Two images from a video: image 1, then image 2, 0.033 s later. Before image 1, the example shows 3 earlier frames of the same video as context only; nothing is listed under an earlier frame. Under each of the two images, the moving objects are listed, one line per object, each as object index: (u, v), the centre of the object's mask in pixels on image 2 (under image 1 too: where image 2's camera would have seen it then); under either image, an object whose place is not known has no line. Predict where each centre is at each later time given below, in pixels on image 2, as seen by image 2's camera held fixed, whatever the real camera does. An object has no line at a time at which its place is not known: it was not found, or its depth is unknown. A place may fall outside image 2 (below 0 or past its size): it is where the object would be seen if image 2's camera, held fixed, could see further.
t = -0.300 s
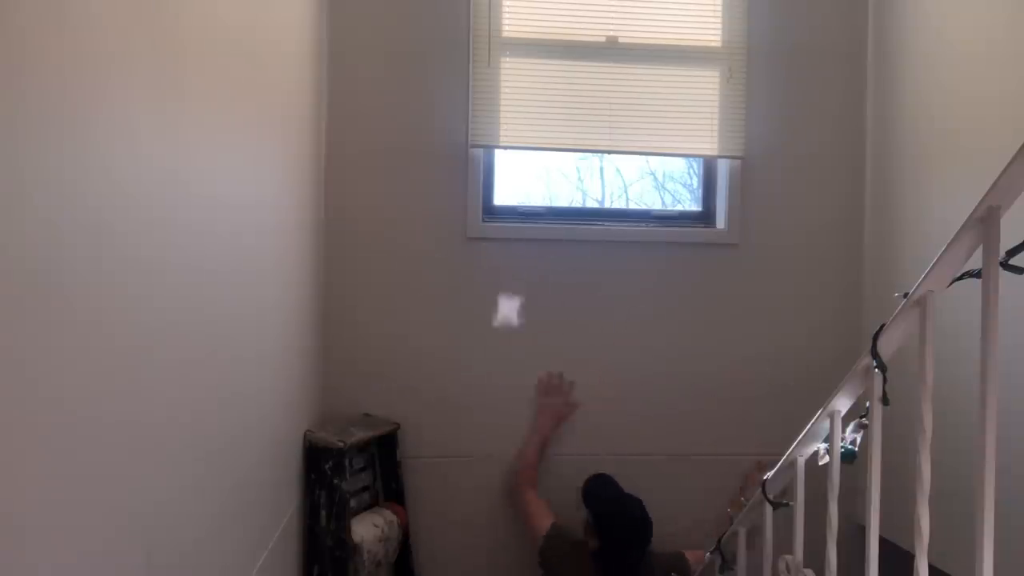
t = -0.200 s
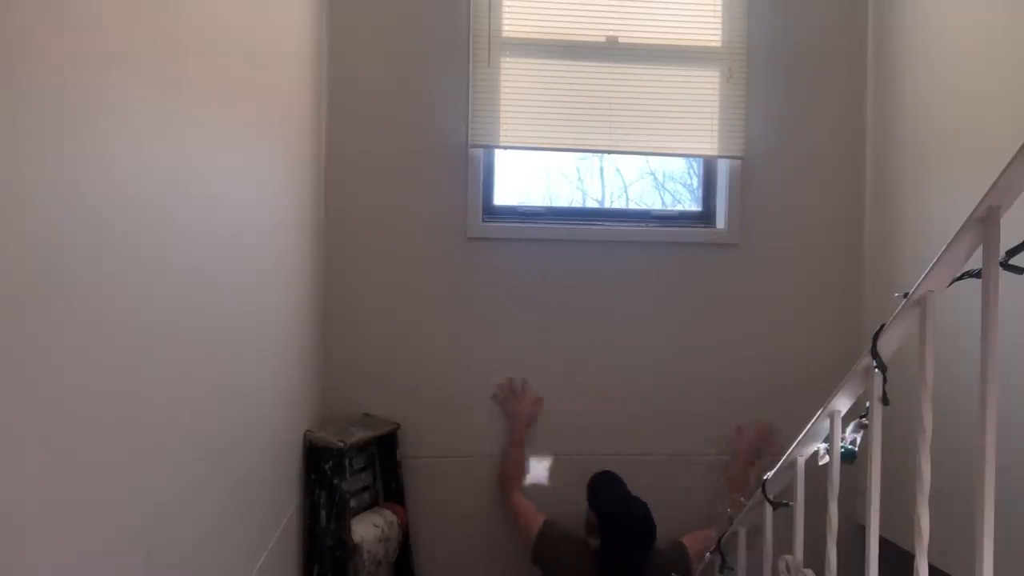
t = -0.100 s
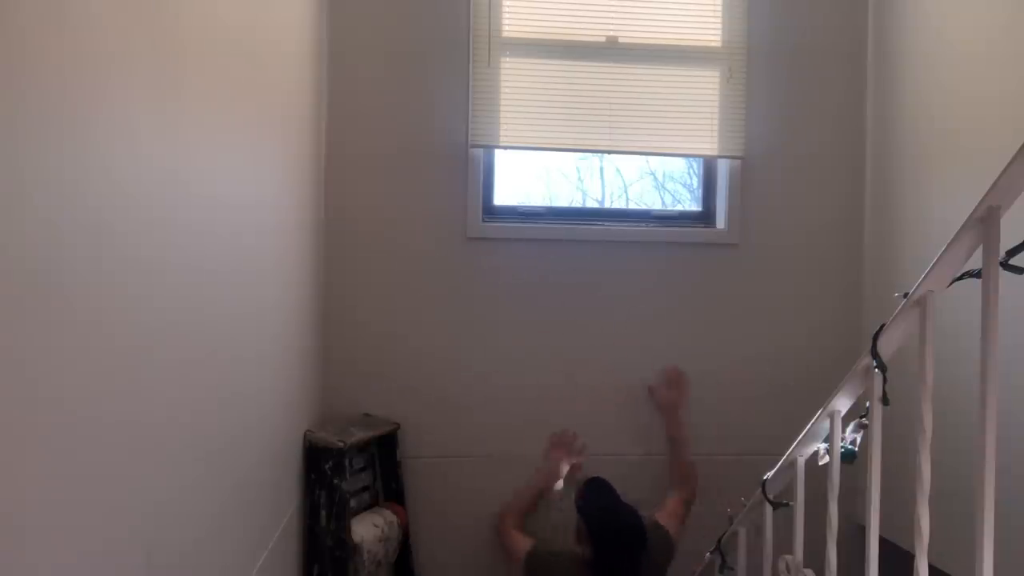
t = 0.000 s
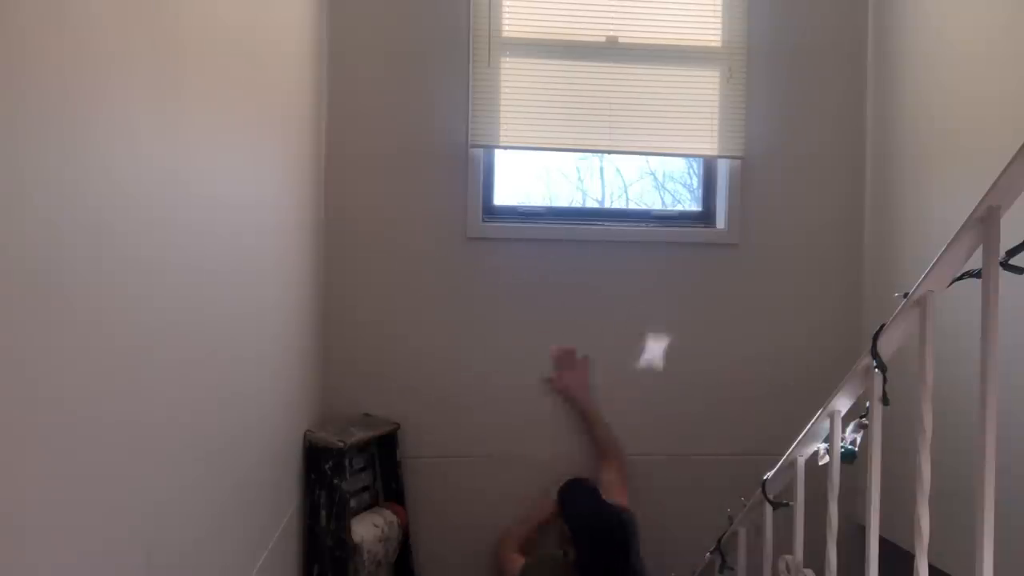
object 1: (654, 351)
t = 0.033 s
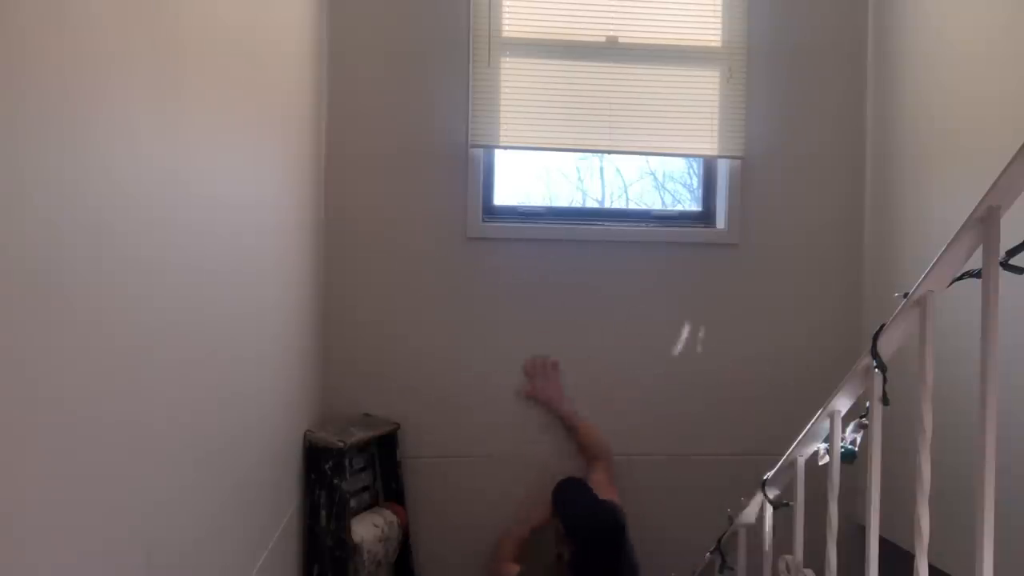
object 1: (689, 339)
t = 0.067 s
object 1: (717, 364)
